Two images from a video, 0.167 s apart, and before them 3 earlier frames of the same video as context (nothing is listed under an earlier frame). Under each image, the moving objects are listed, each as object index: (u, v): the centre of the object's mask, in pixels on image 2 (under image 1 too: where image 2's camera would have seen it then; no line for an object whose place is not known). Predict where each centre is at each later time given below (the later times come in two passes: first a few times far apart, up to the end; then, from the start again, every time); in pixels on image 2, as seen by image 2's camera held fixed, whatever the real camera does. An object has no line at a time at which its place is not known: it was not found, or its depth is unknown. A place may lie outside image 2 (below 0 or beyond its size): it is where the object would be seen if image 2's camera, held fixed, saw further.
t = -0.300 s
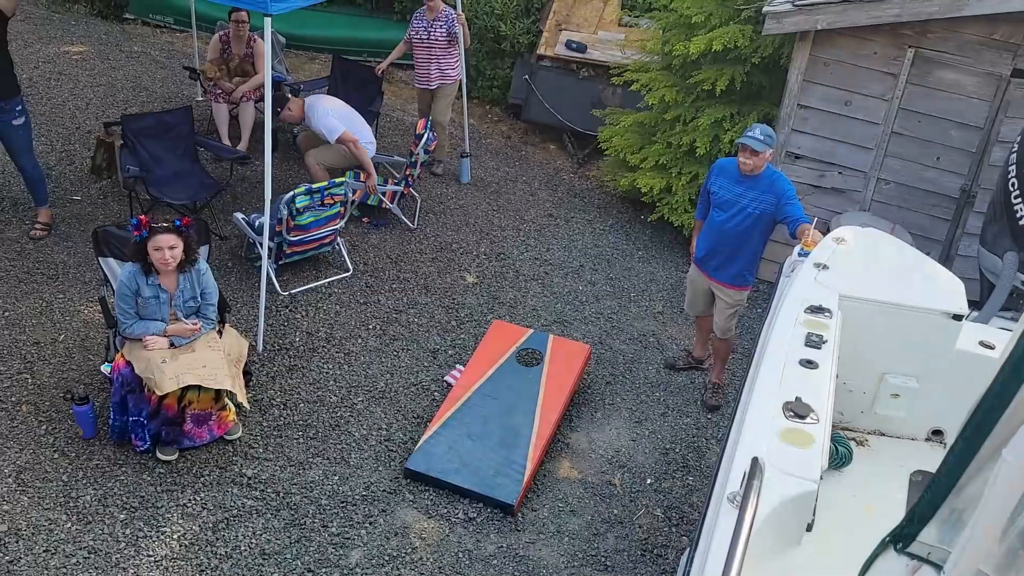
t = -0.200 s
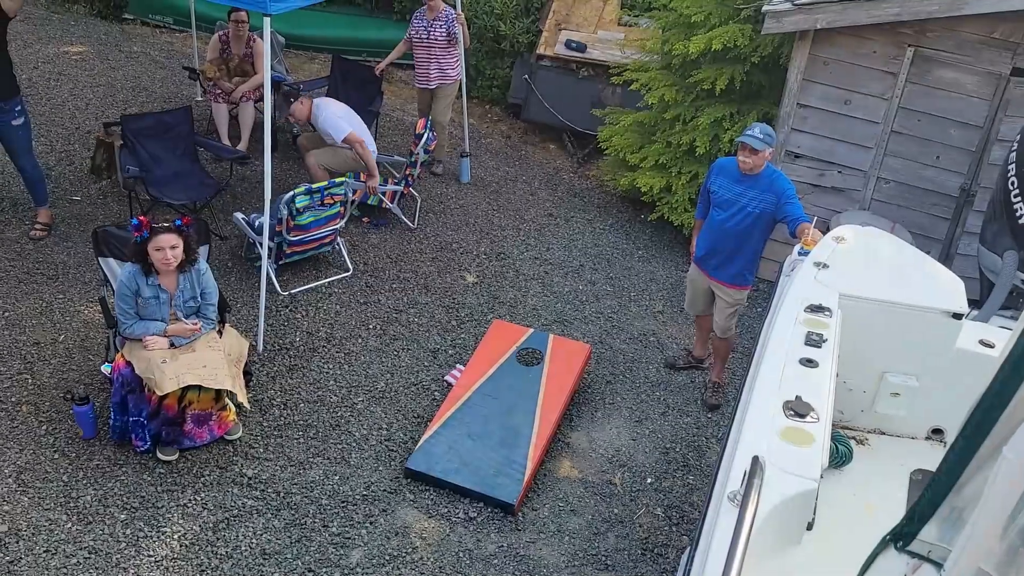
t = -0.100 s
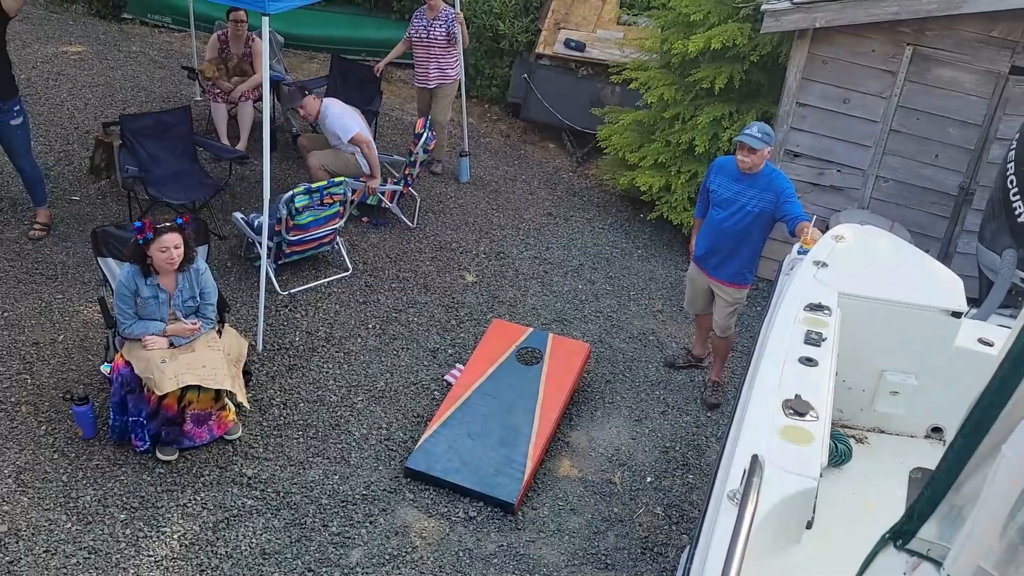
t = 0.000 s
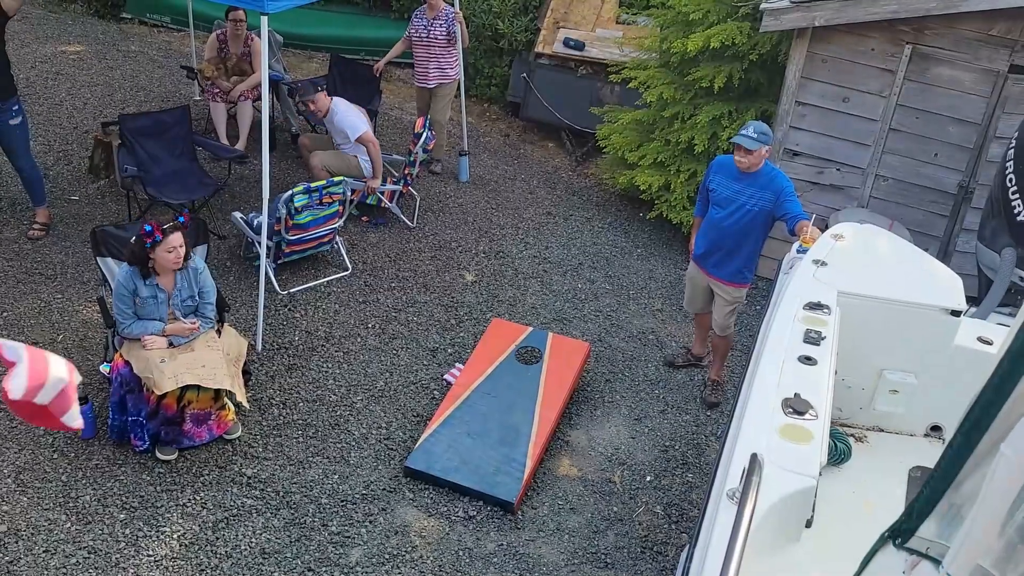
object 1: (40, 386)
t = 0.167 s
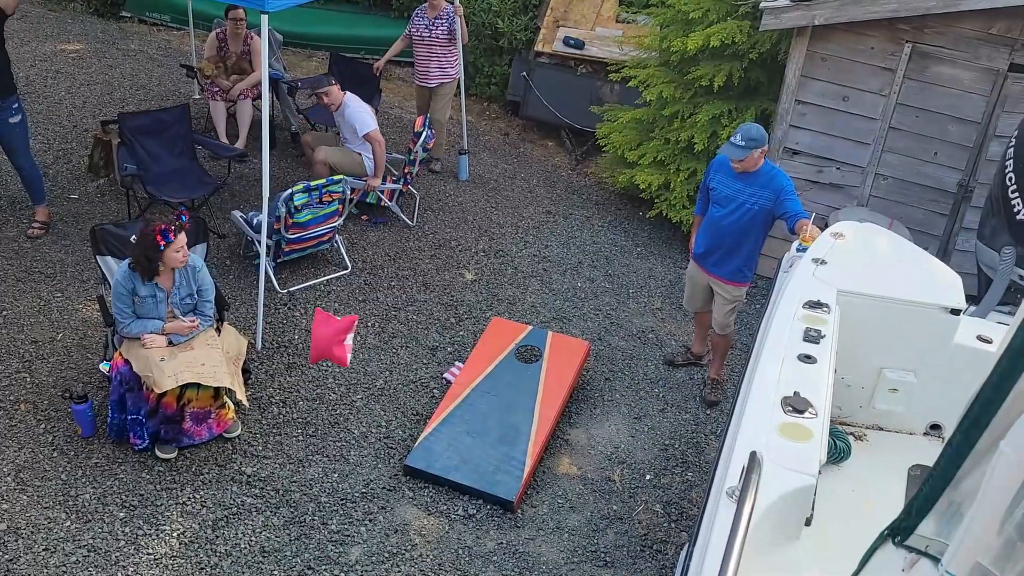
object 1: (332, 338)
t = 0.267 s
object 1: (407, 360)
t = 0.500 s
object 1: (488, 441)
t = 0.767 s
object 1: (510, 387)
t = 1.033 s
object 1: (511, 379)
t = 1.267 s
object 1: (511, 379)
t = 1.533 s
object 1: (512, 378)
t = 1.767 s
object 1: (512, 379)
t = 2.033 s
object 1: (511, 379)
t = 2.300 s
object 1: (511, 379)
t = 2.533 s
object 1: (511, 379)
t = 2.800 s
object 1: (511, 379)
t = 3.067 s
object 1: (511, 379)
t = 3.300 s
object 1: (511, 379)
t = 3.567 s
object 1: (511, 378)
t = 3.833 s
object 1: (511, 379)
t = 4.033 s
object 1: (511, 379)
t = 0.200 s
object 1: (362, 343)
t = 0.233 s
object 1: (386, 350)
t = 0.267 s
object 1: (407, 360)
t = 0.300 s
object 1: (425, 370)
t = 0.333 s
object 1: (440, 381)
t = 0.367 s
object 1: (453, 392)
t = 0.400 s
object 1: (464, 403)
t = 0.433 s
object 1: (474, 415)
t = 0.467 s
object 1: (482, 428)
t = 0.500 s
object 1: (488, 441)
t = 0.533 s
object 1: (492, 430)
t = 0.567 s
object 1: (497, 419)
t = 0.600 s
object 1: (500, 410)
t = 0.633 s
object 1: (504, 404)
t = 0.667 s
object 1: (506, 399)
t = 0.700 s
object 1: (508, 394)
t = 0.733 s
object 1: (509, 390)
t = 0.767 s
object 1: (510, 387)
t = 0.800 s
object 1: (511, 383)
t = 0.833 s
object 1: (511, 381)
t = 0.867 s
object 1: (511, 380)
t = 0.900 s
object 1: (511, 379)
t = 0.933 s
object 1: (511, 378)
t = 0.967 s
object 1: (511, 379)
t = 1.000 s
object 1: (511, 379)
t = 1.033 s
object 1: (511, 379)
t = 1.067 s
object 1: (511, 379)
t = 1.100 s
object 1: (511, 379)
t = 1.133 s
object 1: (511, 379)
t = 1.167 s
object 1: (511, 379)
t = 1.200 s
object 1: (511, 379)
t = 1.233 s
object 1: (511, 379)
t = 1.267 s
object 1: (511, 379)
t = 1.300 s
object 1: (511, 379)
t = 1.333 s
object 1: (511, 379)
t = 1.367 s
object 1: (511, 379)
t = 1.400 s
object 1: (511, 379)
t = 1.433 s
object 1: (511, 379)
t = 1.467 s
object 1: (511, 379)
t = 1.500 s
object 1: (512, 378)
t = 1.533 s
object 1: (512, 378)
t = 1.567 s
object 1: (512, 378)
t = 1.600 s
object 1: (512, 378)
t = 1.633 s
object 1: (512, 378)
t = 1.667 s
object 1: (512, 379)
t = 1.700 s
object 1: (511, 378)
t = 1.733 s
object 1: (511, 378)
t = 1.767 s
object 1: (512, 379)
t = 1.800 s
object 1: (512, 378)
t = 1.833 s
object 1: (511, 379)
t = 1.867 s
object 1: (512, 378)
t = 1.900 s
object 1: (512, 378)
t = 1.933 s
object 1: (512, 378)
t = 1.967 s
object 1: (511, 378)
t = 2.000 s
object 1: (512, 379)
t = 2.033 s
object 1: (511, 379)
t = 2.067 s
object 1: (512, 378)
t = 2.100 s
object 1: (512, 378)
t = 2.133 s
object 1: (511, 379)
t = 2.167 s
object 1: (511, 379)
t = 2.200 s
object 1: (511, 379)
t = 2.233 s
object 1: (511, 379)
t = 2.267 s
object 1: (511, 379)
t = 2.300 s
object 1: (511, 379)
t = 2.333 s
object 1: (511, 379)
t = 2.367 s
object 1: (511, 379)
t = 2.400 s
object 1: (511, 379)
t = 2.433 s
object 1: (511, 379)
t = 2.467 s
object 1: (511, 379)
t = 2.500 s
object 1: (511, 379)
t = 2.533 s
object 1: (511, 379)
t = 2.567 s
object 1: (511, 379)
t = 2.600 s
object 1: (511, 379)
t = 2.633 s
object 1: (511, 379)
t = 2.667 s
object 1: (511, 379)
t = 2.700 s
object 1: (511, 379)
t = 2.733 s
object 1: (511, 379)
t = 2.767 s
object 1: (511, 379)
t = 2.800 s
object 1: (511, 379)
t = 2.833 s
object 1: (511, 379)
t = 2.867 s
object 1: (511, 379)
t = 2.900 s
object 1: (511, 379)
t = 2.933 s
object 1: (511, 379)
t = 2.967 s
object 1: (511, 379)
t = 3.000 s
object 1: (511, 379)
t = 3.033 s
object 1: (511, 379)
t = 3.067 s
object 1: (511, 379)
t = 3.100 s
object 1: (511, 379)
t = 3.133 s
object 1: (511, 379)
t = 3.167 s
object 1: (511, 379)
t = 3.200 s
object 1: (511, 379)
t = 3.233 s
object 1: (511, 379)
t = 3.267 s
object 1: (511, 379)
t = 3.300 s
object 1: (511, 379)
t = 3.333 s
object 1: (511, 379)
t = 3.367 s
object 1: (511, 378)
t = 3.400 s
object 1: (511, 378)
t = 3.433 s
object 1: (511, 378)
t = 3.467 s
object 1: (511, 379)
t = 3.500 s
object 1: (511, 378)
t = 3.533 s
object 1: (511, 378)
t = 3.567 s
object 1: (511, 378)
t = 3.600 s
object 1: (511, 378)
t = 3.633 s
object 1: (511, 378)
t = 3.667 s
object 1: (511, 378)
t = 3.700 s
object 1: (511, 378)
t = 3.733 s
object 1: (511, 378)
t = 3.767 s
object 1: (511, 378)
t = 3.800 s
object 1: (512, 378)
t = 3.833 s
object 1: (511, 379)
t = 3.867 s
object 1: (511, 379)
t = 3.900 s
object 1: (511, 379)
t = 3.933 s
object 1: (511, 379)
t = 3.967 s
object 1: (511, 379)
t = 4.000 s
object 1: (511, 379)
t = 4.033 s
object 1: (511, 379)
